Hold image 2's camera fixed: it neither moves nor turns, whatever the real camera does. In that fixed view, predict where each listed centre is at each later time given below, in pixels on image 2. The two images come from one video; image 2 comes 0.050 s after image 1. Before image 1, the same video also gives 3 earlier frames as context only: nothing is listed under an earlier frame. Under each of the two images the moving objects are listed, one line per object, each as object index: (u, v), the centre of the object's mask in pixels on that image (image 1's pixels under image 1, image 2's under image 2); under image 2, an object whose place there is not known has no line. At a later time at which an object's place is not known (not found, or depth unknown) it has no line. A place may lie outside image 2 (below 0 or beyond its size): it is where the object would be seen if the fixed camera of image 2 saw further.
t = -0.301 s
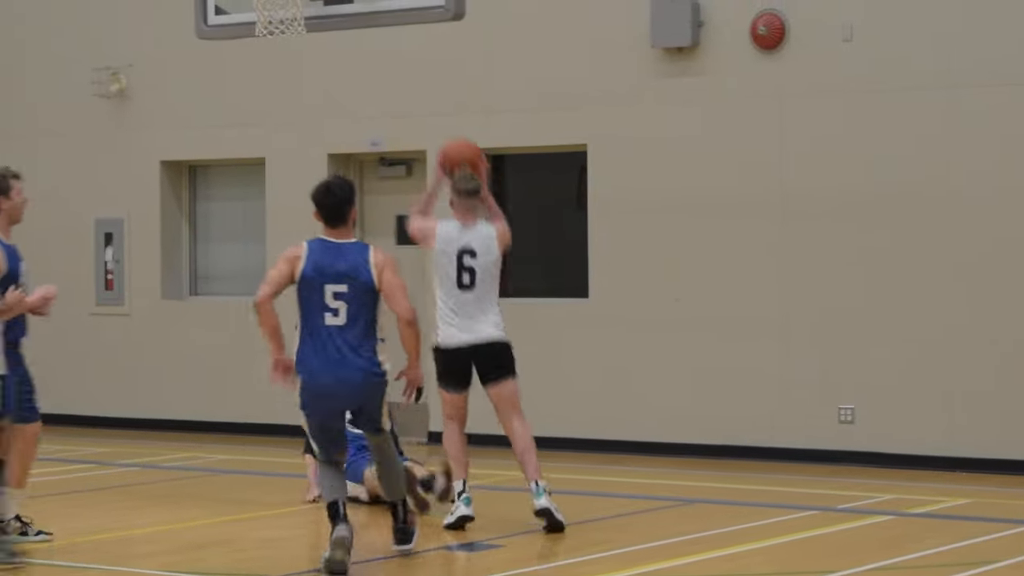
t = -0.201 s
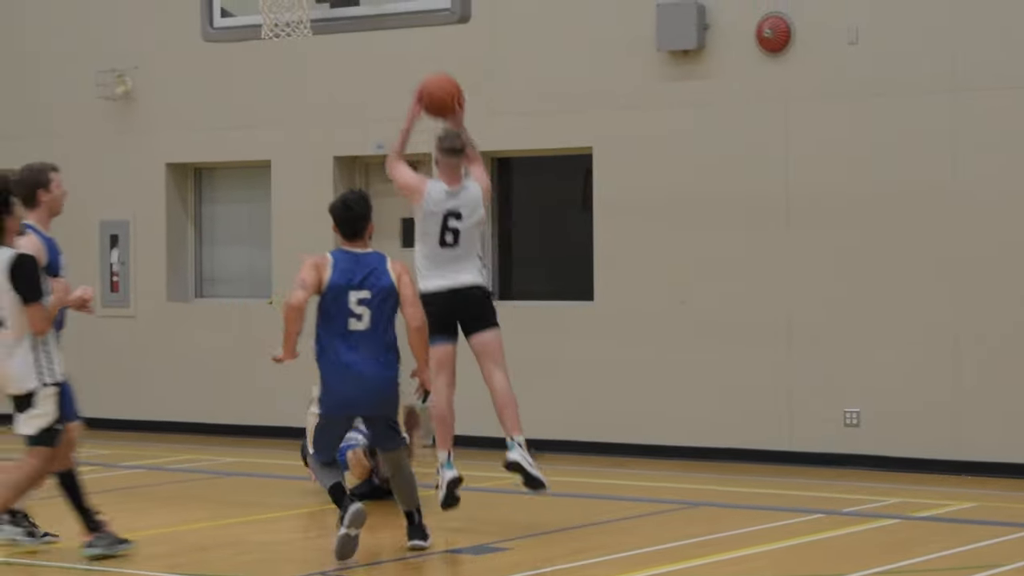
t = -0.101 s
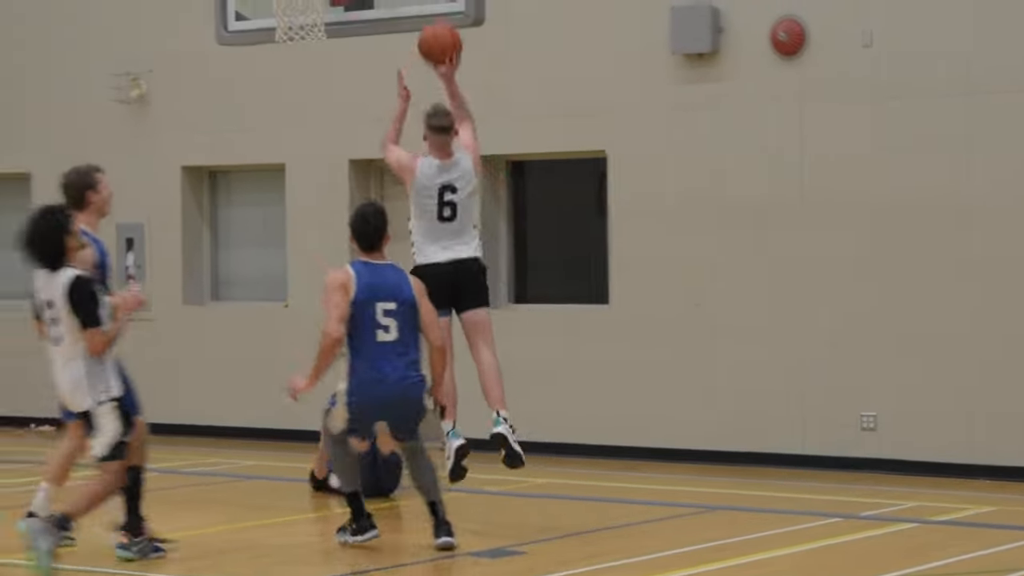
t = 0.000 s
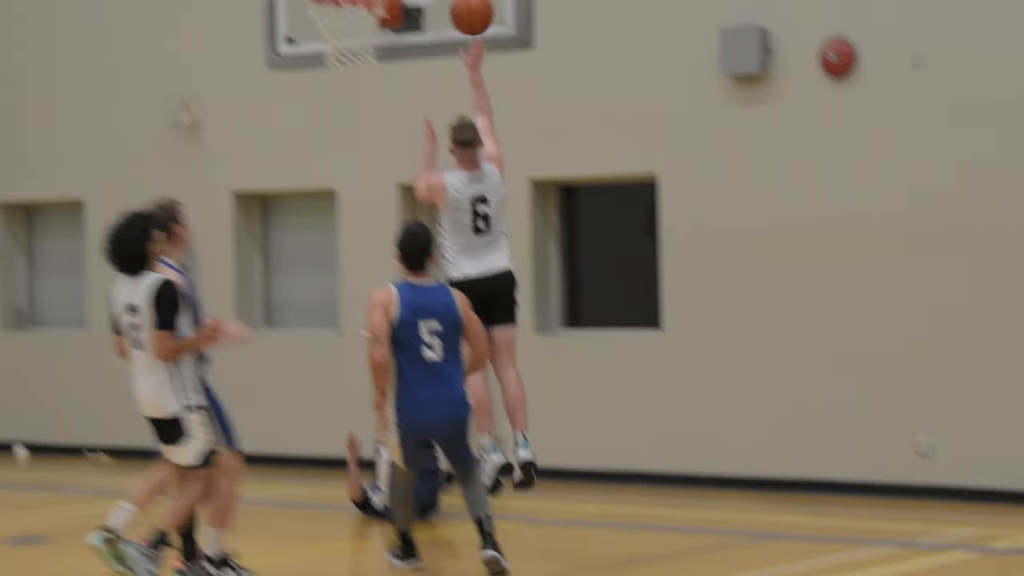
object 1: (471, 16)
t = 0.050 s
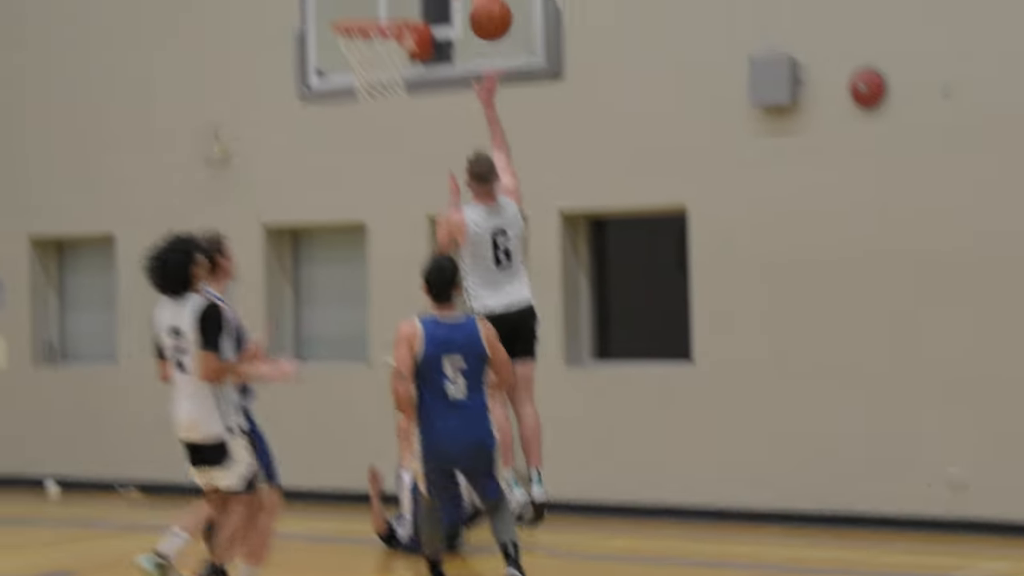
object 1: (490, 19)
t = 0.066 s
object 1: (487, 10)
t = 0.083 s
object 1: (483, 2)
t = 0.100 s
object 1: (480, -5)
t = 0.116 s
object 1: (476, -11)
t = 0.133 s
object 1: (473, -17)
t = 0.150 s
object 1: (469, -20)
